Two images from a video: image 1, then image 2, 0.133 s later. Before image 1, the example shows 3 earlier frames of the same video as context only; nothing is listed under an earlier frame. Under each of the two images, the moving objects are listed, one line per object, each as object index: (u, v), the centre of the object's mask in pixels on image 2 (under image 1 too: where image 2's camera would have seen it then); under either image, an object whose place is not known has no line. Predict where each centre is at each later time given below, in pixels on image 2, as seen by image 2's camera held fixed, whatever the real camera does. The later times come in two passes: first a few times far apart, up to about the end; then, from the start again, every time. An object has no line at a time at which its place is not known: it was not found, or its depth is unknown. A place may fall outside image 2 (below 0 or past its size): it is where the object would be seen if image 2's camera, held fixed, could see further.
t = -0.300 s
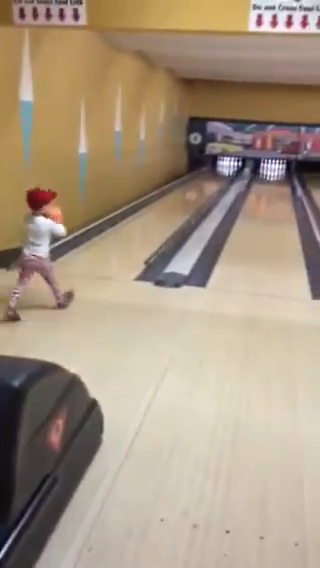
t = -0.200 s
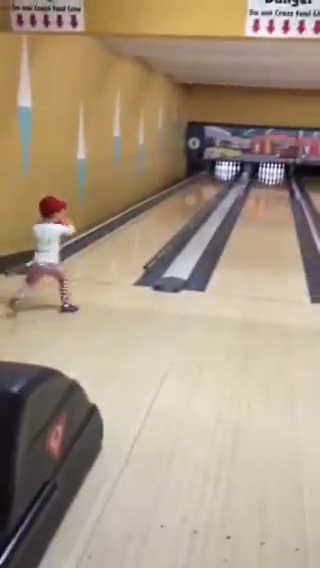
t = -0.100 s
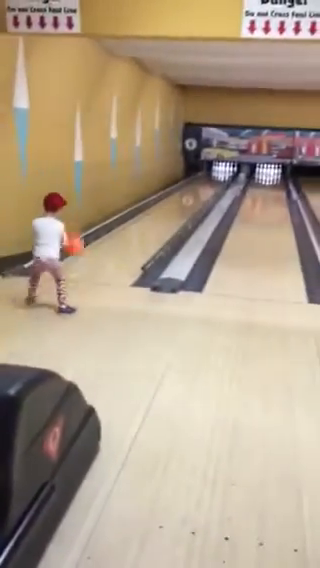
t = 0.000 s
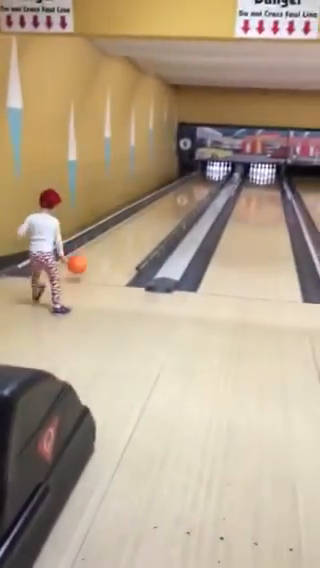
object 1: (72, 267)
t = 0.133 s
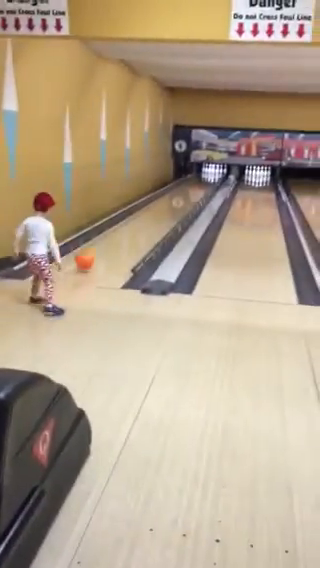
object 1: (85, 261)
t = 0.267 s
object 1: (94, 255)
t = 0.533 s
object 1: (111, 242)
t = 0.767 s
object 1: (123, 231)
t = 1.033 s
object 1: (133, 223)
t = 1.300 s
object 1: (141, 216)
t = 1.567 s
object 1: (149, 210)
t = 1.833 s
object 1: (155, 204)
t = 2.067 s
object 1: (159, 200)
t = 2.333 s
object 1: (165, 197)
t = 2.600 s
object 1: (169, 194)
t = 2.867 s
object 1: (172, 191)
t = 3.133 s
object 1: (176, 189)
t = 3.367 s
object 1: (179, 186)
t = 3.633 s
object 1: (181, 184)
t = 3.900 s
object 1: (186, 182)
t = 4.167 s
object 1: (187, 180)
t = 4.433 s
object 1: (190, 179)
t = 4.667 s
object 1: (192, 178)
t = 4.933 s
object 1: (194, 177)
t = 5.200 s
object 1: (196, 176)
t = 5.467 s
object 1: (199, 177)
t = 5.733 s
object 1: (199, 177)
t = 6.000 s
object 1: (201, 178)
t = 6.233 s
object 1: (202, 178)
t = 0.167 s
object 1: (87, 258)
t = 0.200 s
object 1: (89, 258)
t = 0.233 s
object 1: (91, 257)
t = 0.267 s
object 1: (94, 255)
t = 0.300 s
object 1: (97, 253)
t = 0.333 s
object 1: (99, 252)
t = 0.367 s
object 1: (102, 250)
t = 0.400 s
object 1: (104, 248)
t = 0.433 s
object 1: (106, 246)
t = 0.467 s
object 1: (108, 245)
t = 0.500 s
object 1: (110, 244)
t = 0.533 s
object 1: (111, 242)
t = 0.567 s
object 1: (113, 240)
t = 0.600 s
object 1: (115, 239)
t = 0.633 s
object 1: (116, 237)
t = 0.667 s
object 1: (118, 236)
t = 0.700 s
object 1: (120, 234)
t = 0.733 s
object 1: (121, 233)
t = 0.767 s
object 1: (123, 231)
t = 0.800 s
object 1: (124, 231)
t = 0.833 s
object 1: (126, 229)
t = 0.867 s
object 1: (127, 228)
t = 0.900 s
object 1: (129, 227)
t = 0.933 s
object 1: (130, 226)
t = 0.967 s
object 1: (131, 225)
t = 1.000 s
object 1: (132, 224)
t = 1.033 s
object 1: (133, 223)
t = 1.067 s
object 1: (135, 222)
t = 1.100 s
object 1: (135, 222)
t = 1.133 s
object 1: (137, 221)
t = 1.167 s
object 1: (138, 220)
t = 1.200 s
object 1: (139, 218)
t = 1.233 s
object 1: (140, 217)
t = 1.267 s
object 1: (139, 217)
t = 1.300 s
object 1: (141, 216)
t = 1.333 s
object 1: (141, 216)
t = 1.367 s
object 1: (144, 213)
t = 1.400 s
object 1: (144, 213)
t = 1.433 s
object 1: (145, 213)
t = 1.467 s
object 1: (145, 212)
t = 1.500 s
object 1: (147, 211)
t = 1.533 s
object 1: (147, 210)
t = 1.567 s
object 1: (149, 210)
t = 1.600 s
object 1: (149, 208)
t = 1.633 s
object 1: (150, 208)
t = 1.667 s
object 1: (151, 207)
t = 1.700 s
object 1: (152, 207)
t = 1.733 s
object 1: (153, 206)
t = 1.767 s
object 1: (154, 206)
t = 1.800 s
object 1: (154, 204)
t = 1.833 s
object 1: (155, 204)
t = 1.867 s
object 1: (156, 204)
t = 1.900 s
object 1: (156, 203)
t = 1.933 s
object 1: (157, 202)
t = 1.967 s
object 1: (158, 201)
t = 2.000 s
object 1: (158, 202)
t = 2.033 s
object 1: (158, 200)
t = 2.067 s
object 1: (159, 200)
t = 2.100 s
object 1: (160, 200)
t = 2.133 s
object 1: (159, 200)
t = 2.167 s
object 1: (161, 199)
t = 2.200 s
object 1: (161, 198)
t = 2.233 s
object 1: (162, 197)
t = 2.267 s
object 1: (164, 197)
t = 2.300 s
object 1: (164, 197)
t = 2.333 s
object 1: (165, 197)
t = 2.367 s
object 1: (165, 197)
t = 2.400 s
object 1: (166, 195)
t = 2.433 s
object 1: (166, 195)
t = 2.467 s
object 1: (167, 195)
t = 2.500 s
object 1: (167, 195)
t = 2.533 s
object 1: (168, 194)
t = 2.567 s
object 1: (168, 194)
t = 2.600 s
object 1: (169, 194)
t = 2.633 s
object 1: (170, 193)
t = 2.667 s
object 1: (170, 193)
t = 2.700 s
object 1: (171, 192)
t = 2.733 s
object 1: (171, 192)
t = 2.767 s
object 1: (171, 192)
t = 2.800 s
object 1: (171, 192)
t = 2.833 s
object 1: (172, 191)
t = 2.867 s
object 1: (172, 191)
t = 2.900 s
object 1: (173, 191)
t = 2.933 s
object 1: (174, 190)
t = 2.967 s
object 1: (175, 190)
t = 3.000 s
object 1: (175, 190)
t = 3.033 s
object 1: (176, 189)
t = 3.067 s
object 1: (176, 189)
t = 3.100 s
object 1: (176, 189)
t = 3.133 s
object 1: (176, 189)
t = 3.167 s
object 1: (177, 188)
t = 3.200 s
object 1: (177, 188)
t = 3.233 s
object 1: (177, 188)
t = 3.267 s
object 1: (178, 187)
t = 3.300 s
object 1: (179, 186)
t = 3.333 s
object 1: (179, 186)
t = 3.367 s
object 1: (179, 186)
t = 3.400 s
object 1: (180, 186)
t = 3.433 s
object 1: (180, 186)
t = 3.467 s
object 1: (180, 186)
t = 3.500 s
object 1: (180, 185)
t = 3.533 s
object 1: (180, 185)
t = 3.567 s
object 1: (180, 185)
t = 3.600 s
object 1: (181, 184)
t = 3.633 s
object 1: (181, 184)
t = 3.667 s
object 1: (182, 184)
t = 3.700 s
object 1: (182, 184)
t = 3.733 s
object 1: (183, 183)
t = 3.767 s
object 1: (184, 183)
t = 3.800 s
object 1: (184, 183)
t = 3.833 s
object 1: (184, 182)
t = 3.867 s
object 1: (185, 182)
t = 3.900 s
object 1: (186, 182)
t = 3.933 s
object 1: (186, 182)
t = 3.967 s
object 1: (186, 182)
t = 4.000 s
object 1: (186, 182)
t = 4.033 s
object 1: (186, 181)
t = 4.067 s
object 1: (186, 181)
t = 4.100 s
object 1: (186, 181)
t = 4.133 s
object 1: (187, 180)
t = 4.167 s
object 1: (187, 180)
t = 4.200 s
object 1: (187, 181)
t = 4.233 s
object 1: (187, 181)
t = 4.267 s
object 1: (188, 180)
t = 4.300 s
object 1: (188, 180)
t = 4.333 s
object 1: (189, 180)
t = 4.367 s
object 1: (189, 180)
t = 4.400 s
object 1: (190, 179)
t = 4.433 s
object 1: (190, 179)
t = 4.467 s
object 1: (190, 179)
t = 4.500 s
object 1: (190, 179)
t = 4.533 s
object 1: (190, 179)
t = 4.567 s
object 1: (191, 179)
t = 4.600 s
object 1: (191, 178)
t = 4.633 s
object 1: (190, 179)
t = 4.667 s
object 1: (192, 178)
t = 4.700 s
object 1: (192, 178)
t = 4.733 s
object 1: (192, 178)
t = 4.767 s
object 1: (192, 178)
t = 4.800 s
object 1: (192, 178)
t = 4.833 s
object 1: (193, 178)
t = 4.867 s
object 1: (193, 178)
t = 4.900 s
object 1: (193, 177)
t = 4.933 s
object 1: (194, 177)
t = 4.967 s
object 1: (194, 177)
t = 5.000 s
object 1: (195, 177)
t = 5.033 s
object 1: (194, 177)
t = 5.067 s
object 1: (195, 177)
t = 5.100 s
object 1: (195, 177)
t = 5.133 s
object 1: (196, 177)
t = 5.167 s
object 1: (196, 176)
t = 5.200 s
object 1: (196, 176)
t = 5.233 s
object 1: (196, 176)
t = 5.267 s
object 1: (196, 176)
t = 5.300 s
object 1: (196, 176)
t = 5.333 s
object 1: (196, 176)
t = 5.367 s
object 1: (198, 177)
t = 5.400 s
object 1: (198, 177)
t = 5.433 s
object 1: (199, 177)
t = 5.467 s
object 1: (199, 177)
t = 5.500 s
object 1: (199, 177)
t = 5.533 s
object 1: (199, 177)
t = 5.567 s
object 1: (199, 177)
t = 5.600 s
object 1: (199, 177)
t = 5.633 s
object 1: (199, 177)
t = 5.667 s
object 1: (199, 177)
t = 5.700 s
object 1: (199, 177)
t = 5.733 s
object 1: (199, 177)
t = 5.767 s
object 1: (199, 177)
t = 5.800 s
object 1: (200, 177)
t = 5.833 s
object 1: (200, 178)
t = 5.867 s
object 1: (201, 177)
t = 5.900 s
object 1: (201, 178)
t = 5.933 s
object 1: (201, 178)
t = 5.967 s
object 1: (201, 178)
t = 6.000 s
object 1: (201, 178)
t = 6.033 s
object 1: (201, 178)
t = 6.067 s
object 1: (201, 178)
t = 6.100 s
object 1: (201, 178)
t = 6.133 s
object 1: (201, 177)
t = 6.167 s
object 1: (202, 178)
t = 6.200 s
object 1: (201, 178)
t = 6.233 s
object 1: (202, 178)
